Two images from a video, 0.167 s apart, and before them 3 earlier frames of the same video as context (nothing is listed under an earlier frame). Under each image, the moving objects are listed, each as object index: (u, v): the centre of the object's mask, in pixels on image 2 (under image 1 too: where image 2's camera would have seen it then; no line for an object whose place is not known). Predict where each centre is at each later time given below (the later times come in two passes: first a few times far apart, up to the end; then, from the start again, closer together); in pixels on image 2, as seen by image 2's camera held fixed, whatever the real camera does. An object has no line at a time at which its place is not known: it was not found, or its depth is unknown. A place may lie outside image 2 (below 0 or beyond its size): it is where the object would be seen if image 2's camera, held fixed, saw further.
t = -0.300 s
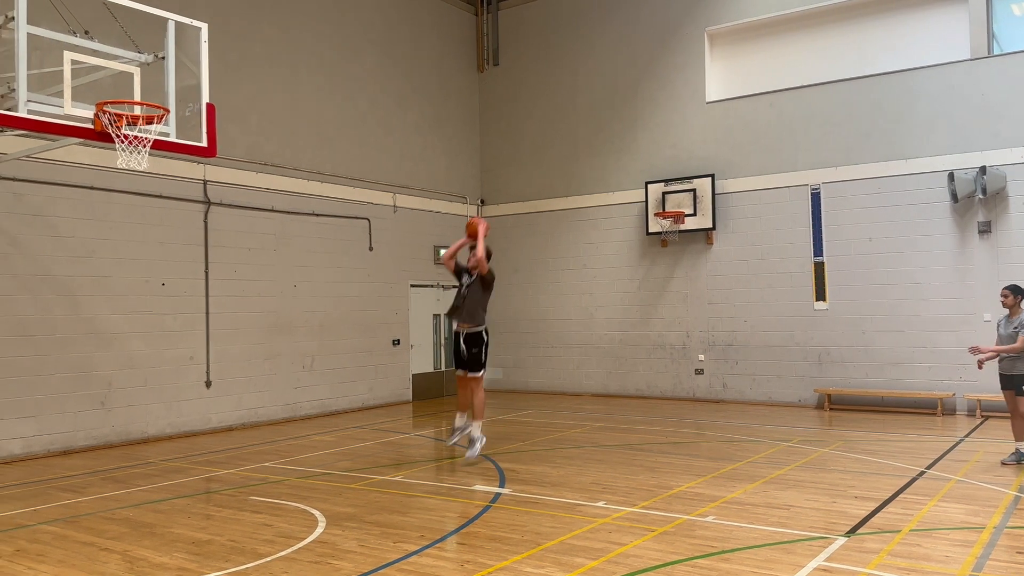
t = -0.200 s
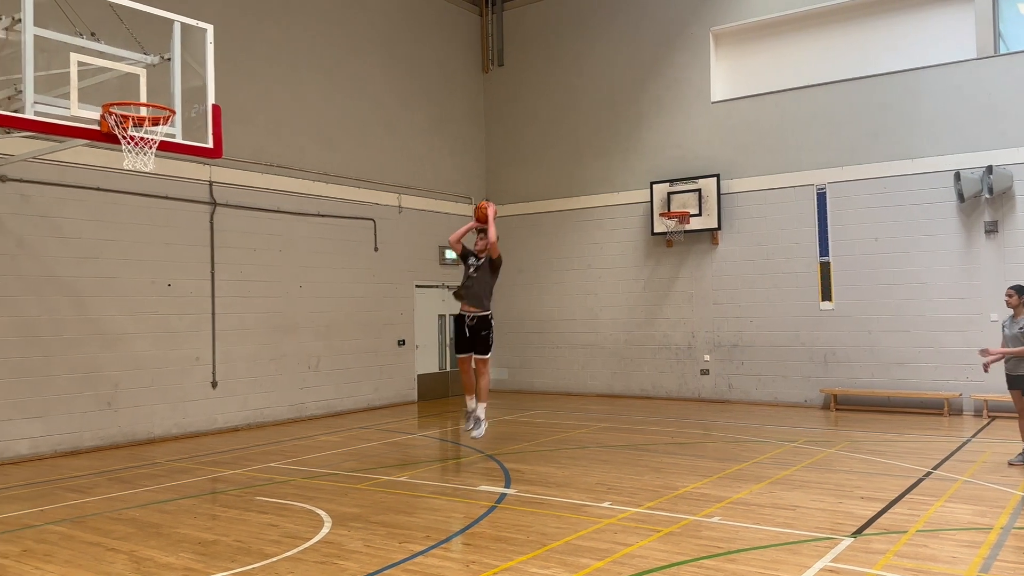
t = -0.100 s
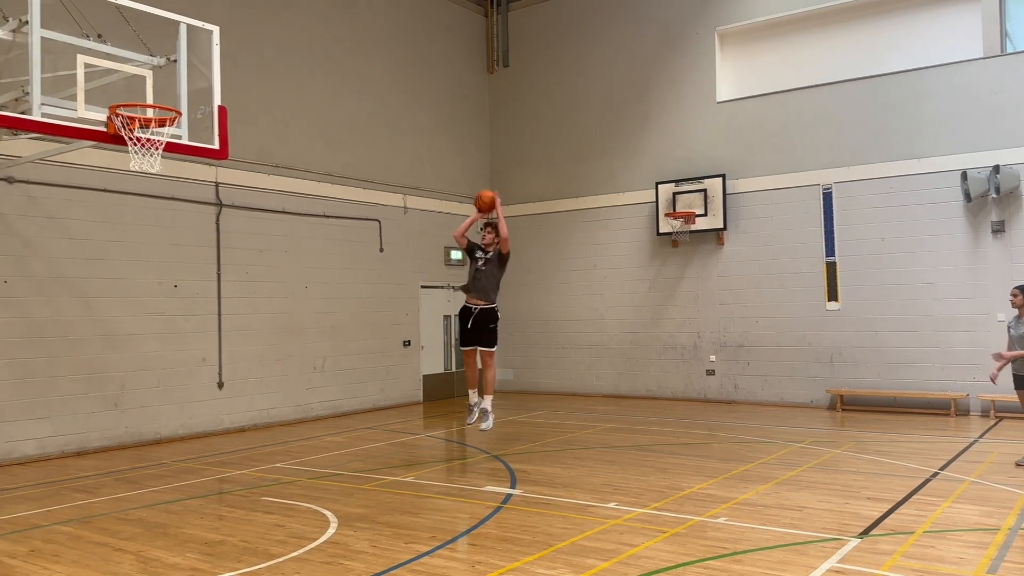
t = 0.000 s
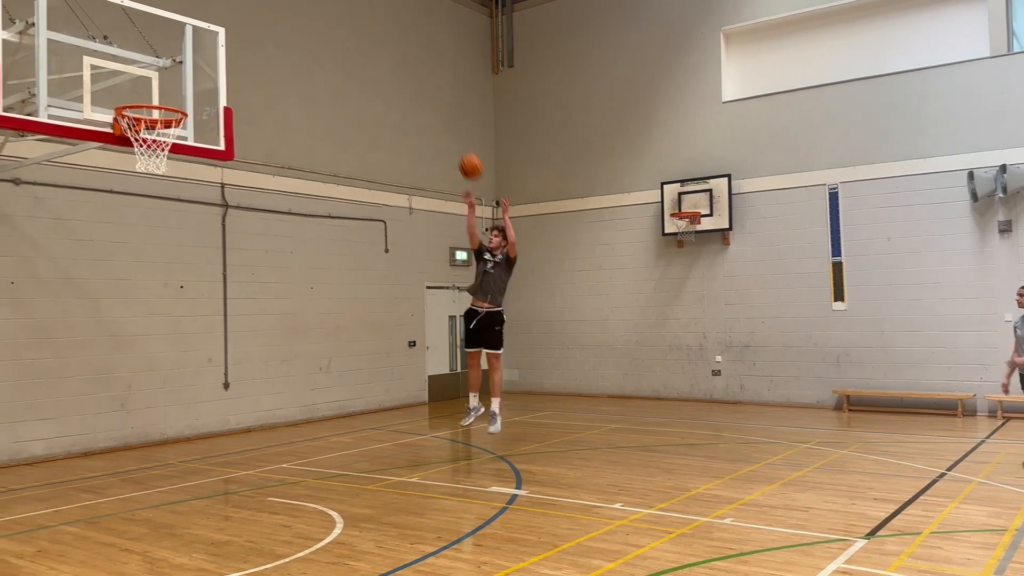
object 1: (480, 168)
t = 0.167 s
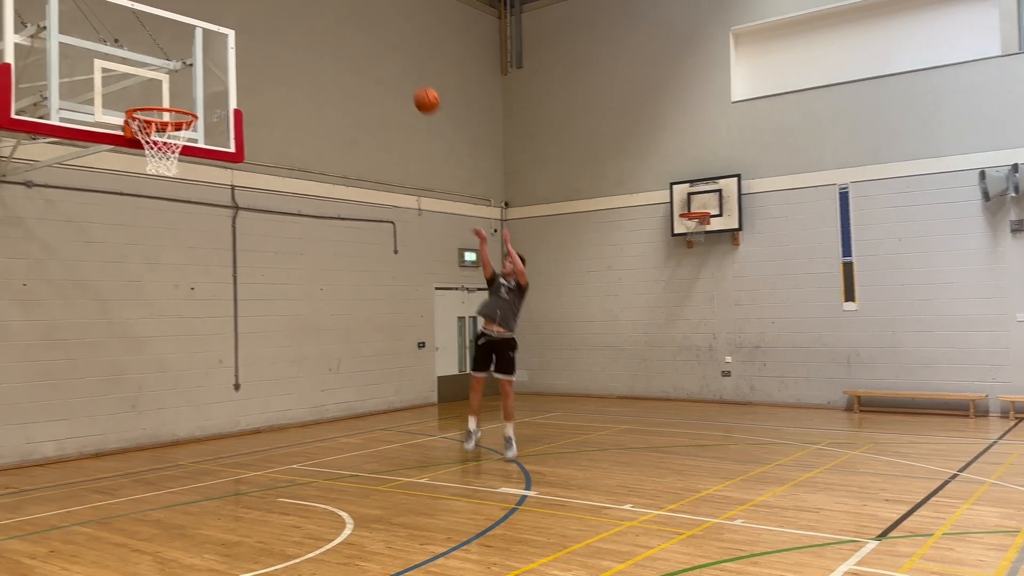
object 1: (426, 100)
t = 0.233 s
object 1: (404, 79)
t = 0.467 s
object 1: (317, 38)
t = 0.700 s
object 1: (218, 56)
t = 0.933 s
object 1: (175, 126)
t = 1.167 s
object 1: (160, 197)
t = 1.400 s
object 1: (148, 316)
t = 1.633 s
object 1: (127, 492)
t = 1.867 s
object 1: (94, 388)
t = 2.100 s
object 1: (63, 332)
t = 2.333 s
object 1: (29, 340)
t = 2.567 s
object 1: (-7, 415)
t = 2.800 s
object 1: (-38, 480)
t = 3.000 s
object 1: (-61, 419)
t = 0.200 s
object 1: (416, 89)
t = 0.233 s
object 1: (404, 79)
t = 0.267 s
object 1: (393, 70)
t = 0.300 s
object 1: (381, 62)
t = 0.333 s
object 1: (369, 55)
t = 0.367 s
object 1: (357, 49)
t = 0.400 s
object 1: (344, 44)
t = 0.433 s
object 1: (331, 40)
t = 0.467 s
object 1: (317, 38)
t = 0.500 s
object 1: (304, 36)
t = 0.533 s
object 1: (290, 36)
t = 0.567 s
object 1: (276, 37)
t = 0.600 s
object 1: (263, 40)
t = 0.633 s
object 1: (248, 44)
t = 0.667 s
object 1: (234, 49)
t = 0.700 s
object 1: (218, 56)
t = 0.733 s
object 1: (202, 65)
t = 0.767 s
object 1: (186, 75)
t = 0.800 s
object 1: (170, 86)
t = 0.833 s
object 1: (151, 97)
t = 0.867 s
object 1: (148, 112)
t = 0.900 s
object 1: (165, 119)
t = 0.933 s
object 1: (175, 126)
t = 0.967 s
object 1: (175, 136)
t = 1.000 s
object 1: (172, 149)
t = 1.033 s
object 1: (171, 158)
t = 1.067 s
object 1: (167, 168)
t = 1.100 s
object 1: (164, 175)
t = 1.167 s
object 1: (160, 197)
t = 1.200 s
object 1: (157, 211)
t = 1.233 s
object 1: (156, 225)
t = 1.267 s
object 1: (155, 241)
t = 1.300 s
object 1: (152, 258)
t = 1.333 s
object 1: (151, 276)
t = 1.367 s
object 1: (148, 295)
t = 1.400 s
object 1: (148, 316)
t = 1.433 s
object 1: (141, 337)
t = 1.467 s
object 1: (140, 361)
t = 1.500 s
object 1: (139, 384)
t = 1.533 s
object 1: (138, 409)
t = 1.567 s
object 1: (134, 436)
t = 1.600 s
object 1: (132, 465)
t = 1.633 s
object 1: (127, 492)
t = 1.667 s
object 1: (123, 490)
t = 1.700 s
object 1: (118, 470)
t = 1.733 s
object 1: (114, 451)
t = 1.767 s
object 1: (110, 433)
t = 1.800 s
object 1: (103, 417)
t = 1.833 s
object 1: (99, 402)
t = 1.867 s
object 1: (94, 388)
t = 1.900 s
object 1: (89, 376)
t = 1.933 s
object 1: (85, 366)
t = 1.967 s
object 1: (79, 356)
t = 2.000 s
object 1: (75, 348)
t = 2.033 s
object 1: (70, 341)
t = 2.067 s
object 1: (66, 336)
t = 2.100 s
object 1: (63, 332)
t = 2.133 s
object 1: (59, 329)
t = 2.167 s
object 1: (55, 328)
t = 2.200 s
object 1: (49, 328)
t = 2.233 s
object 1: (45, 329)
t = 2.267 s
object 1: (39, 331)
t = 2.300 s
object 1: (34, 335)
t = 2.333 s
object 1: (29, 340)
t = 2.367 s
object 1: (23, 347)
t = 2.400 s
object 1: (19, 355)
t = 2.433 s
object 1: (13, 364)
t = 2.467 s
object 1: (8, 375)
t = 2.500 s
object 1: (2, 387)
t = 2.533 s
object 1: (-2, 400)
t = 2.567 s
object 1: (-7, 415)
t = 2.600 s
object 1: (-12, 431)
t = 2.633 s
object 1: (-17, 449)
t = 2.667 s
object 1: (-22, 467)
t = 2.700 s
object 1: (-25, 489)
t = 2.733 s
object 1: (-31, 510)
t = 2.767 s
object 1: (-34, 495)
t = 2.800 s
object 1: (-38, 480)
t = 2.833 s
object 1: (-43, 466)
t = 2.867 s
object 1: (-45, 454)
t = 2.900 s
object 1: (-49, 443)
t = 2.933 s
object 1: (-53, 433)
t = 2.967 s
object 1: (-57, 425)
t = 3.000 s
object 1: (-61, 419)
